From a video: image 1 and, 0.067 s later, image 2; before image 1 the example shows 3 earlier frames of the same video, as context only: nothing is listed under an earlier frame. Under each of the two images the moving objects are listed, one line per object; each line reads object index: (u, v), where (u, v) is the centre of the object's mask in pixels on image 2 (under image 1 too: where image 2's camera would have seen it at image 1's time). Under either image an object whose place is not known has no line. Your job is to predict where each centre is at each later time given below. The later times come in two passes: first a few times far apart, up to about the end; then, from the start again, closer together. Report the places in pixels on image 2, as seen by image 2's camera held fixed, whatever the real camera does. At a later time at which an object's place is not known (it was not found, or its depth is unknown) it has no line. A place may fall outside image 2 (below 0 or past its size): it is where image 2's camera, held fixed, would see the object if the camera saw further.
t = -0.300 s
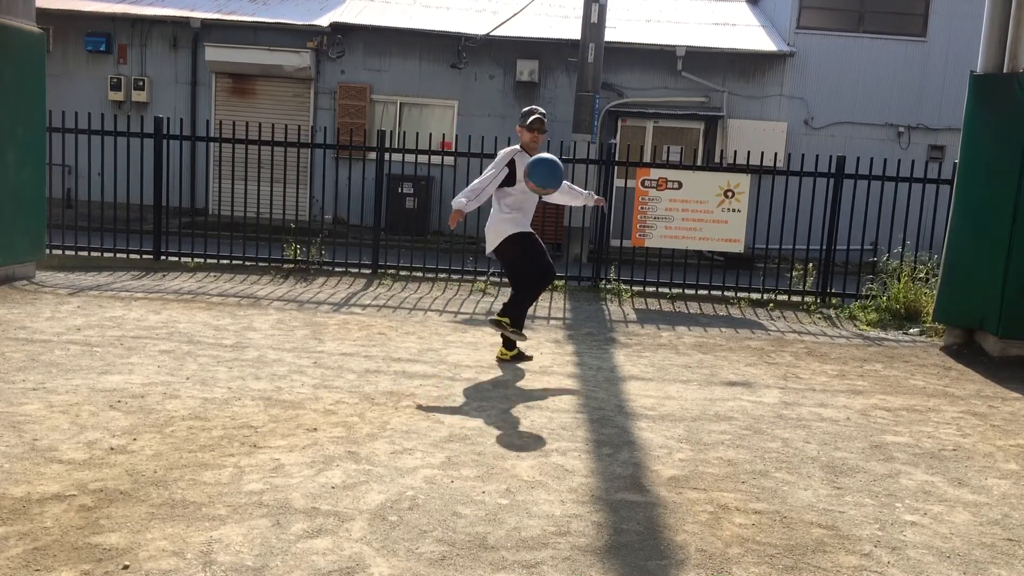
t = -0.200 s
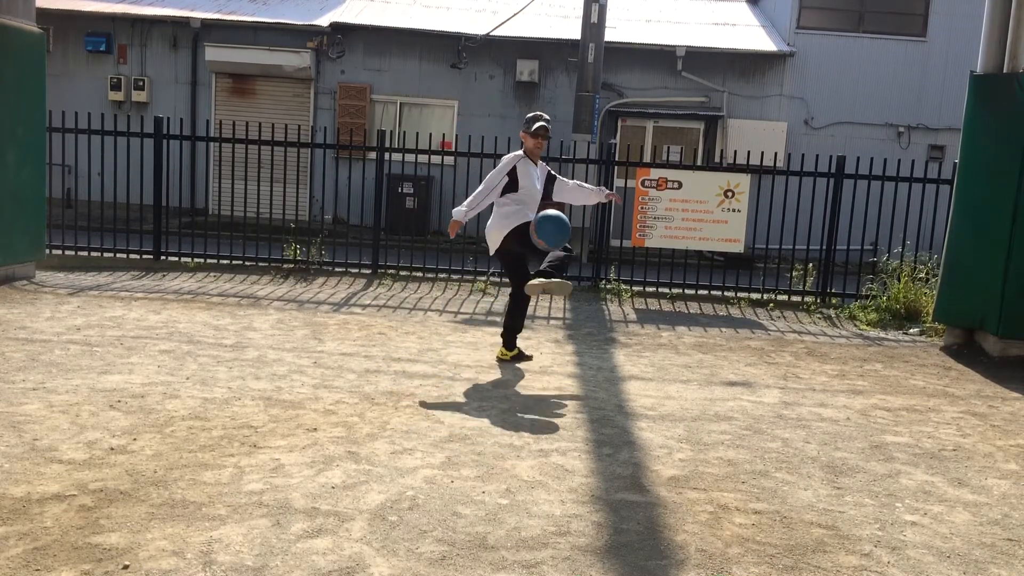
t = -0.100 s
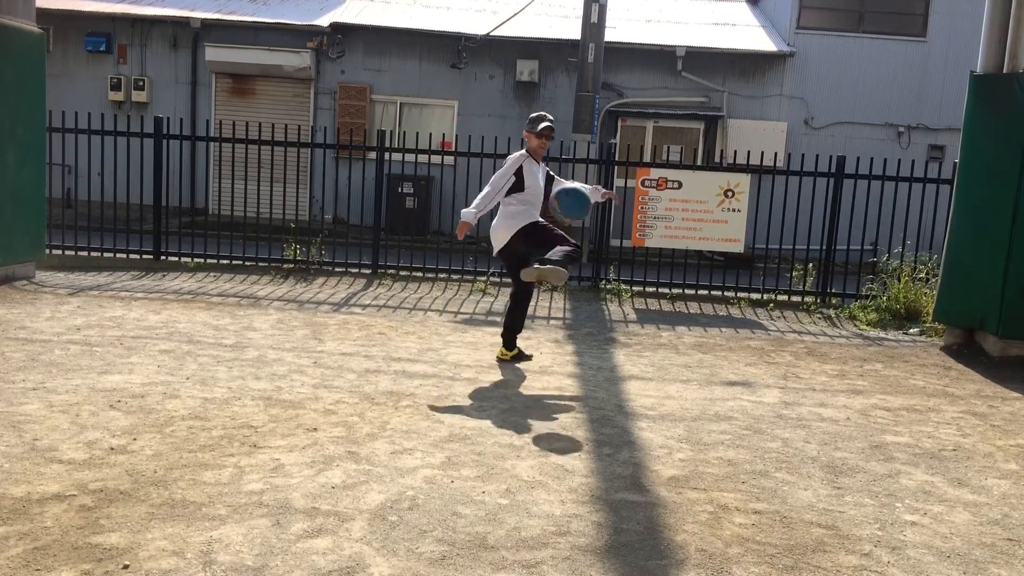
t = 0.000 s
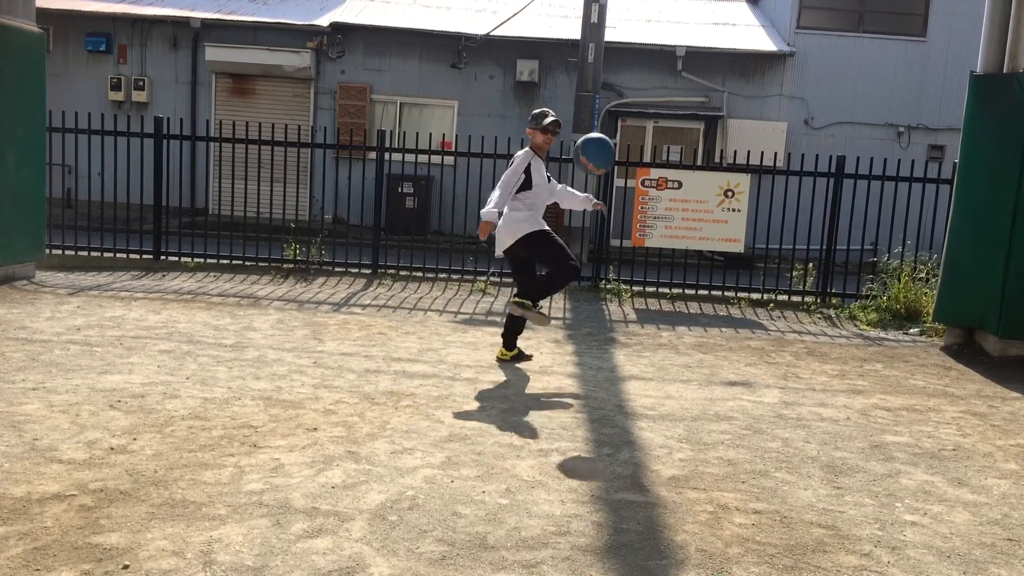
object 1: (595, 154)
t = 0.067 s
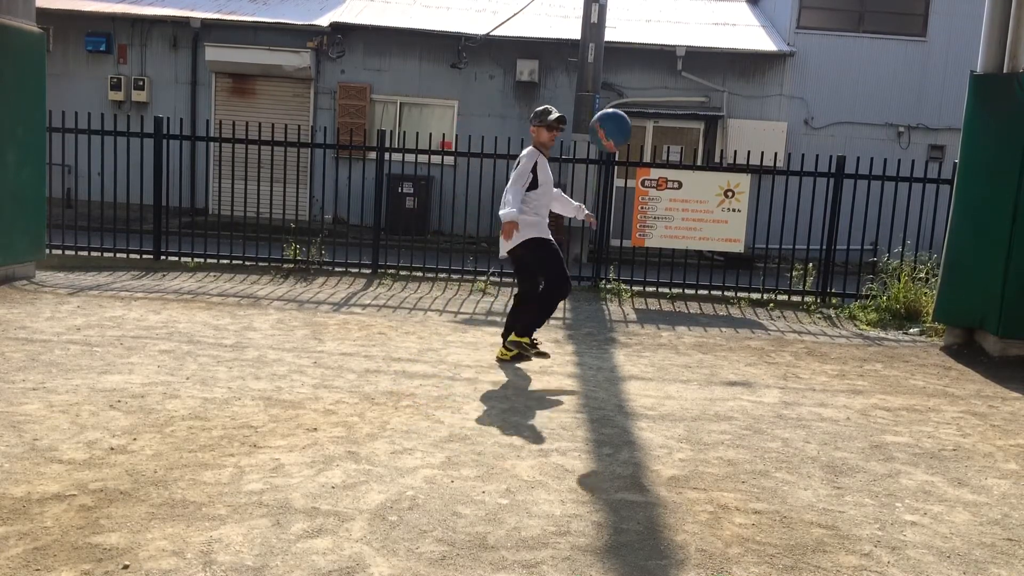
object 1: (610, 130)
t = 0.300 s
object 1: (662, 109)
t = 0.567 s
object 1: (711, 216)
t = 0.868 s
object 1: (760, 327)
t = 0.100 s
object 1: (618, 121)
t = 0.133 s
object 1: (625, 115)
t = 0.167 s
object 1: (633, 109)
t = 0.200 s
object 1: (641, 106)
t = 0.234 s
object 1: (649, 105)
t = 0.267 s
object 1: (656, 106)
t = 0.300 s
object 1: (662, 109)
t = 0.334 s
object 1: (669, 115)
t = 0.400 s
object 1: (682, 133)
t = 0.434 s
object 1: (688, 145)
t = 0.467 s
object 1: (694, 159)
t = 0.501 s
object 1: (700, 176)
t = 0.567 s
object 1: (711, 216)
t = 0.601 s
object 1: (716, 239)
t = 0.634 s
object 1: (722, 265)
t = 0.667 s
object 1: (726, 292)
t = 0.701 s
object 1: (730, 321)
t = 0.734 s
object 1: (735, 354)
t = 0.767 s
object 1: (739, 388)
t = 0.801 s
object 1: (745, 379)
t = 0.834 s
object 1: (752, 352)
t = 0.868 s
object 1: (760, 327)
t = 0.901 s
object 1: (767, 304)
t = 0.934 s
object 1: (774, 282)
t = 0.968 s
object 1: (781, 262)
